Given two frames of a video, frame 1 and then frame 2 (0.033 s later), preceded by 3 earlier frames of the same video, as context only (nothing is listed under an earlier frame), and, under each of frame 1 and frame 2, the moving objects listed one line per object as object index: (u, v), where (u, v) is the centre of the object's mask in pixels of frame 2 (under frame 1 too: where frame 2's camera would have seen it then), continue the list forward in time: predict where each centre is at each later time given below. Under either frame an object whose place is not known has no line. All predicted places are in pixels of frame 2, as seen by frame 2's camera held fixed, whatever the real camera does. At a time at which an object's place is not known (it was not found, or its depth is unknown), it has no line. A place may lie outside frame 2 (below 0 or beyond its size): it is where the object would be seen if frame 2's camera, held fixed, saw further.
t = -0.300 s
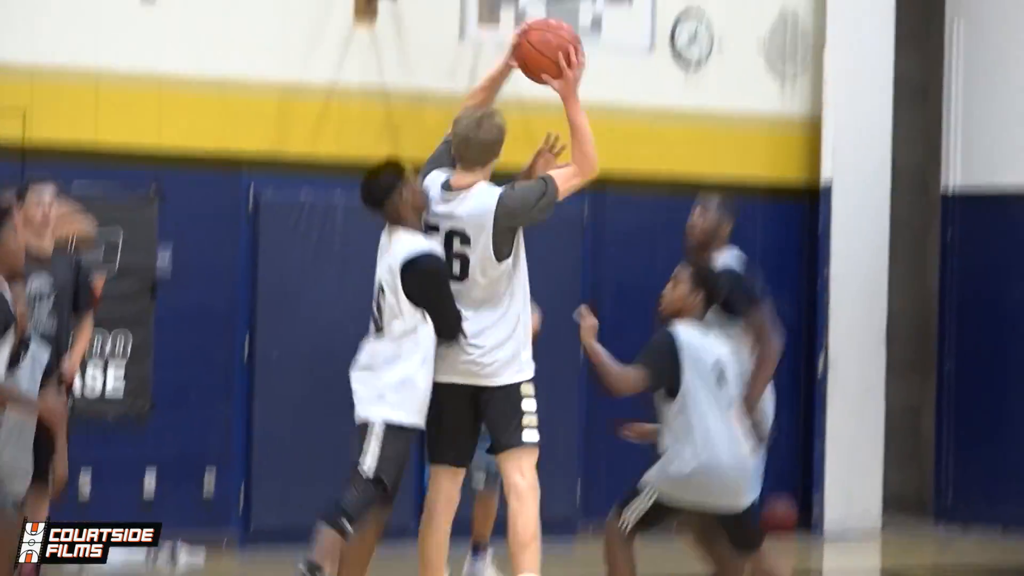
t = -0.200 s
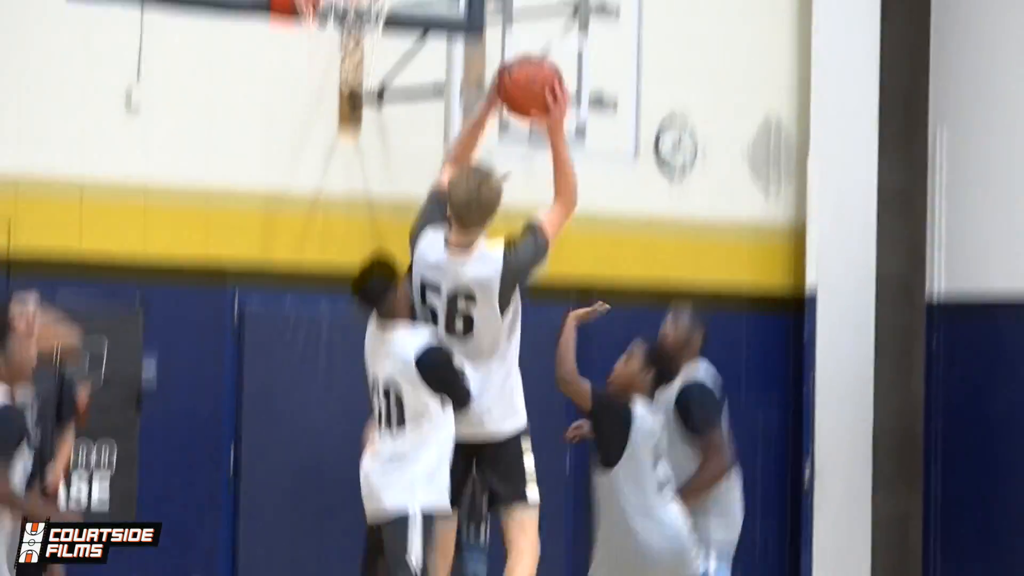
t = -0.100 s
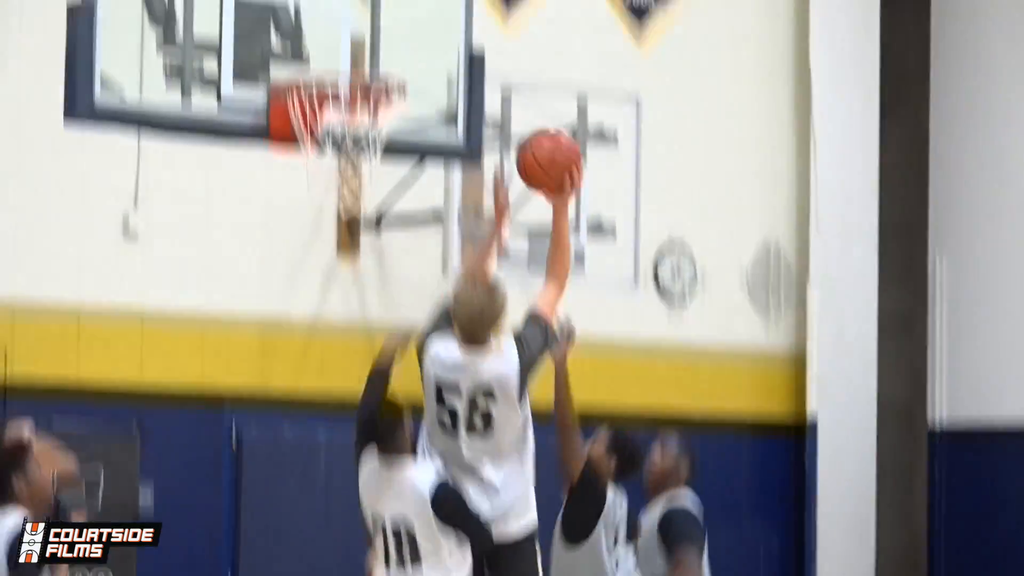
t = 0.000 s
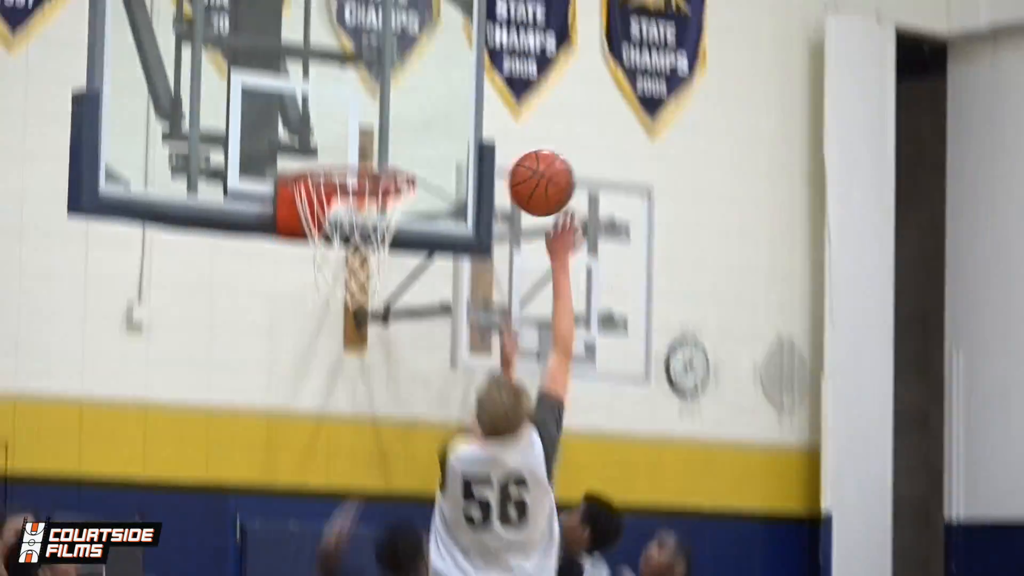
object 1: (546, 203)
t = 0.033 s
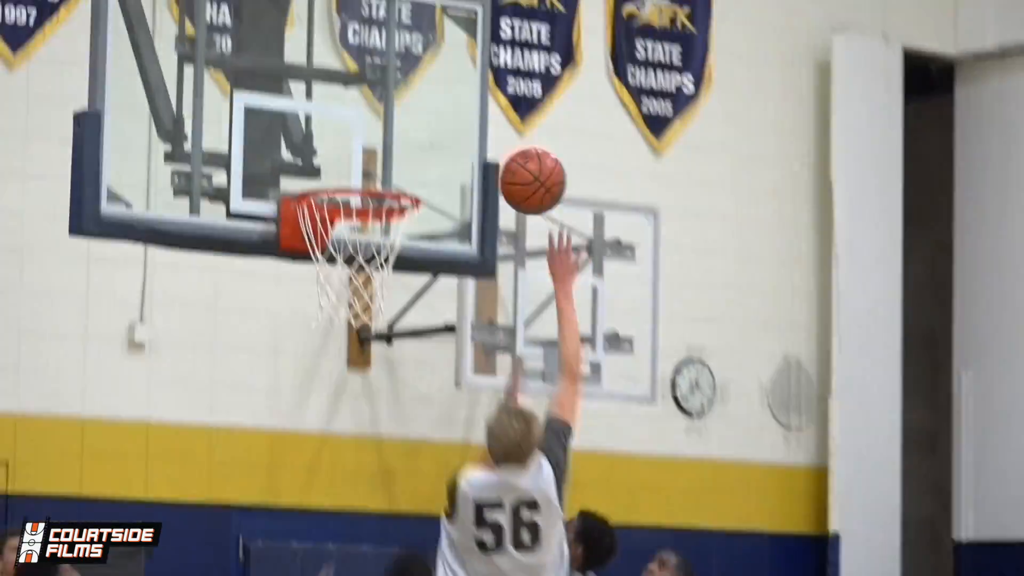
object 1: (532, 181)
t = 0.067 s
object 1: (519, 164)
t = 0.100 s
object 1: (506, 148)
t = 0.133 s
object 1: (494, 136)
